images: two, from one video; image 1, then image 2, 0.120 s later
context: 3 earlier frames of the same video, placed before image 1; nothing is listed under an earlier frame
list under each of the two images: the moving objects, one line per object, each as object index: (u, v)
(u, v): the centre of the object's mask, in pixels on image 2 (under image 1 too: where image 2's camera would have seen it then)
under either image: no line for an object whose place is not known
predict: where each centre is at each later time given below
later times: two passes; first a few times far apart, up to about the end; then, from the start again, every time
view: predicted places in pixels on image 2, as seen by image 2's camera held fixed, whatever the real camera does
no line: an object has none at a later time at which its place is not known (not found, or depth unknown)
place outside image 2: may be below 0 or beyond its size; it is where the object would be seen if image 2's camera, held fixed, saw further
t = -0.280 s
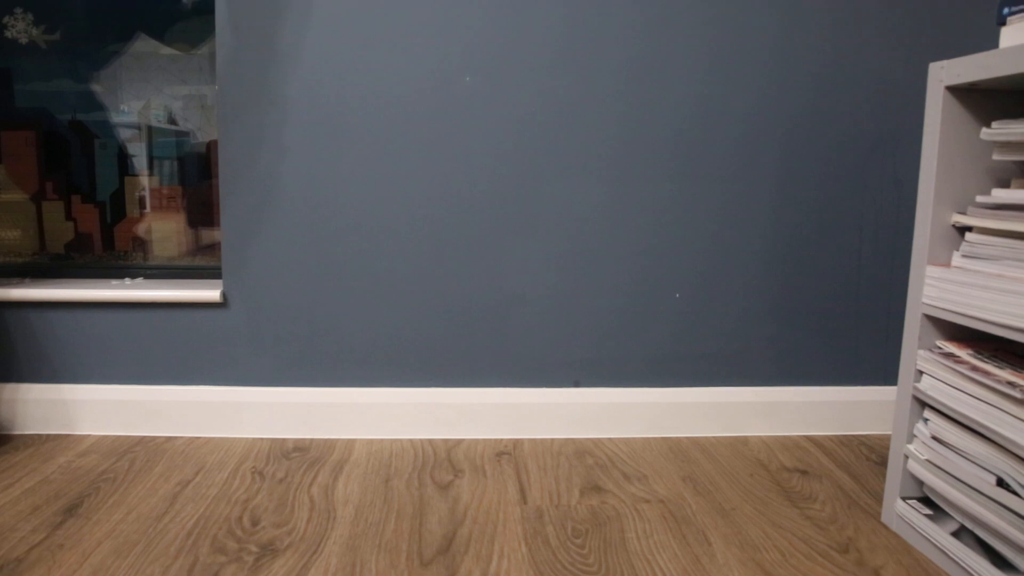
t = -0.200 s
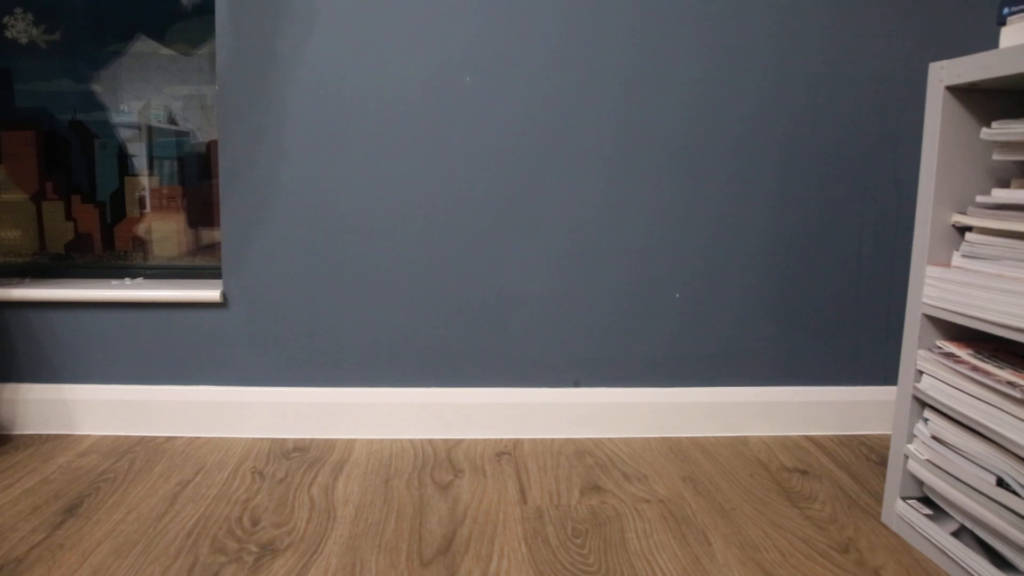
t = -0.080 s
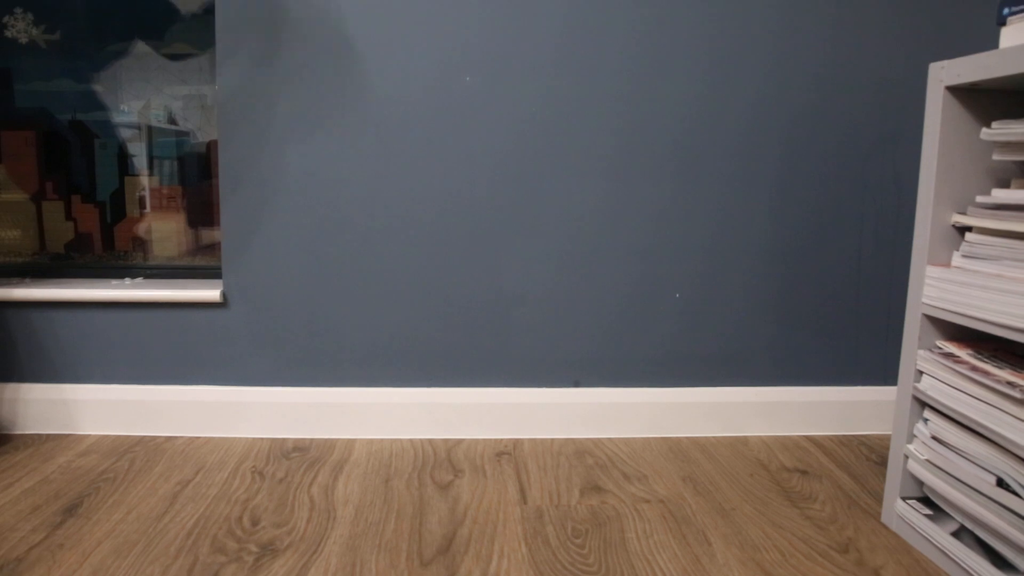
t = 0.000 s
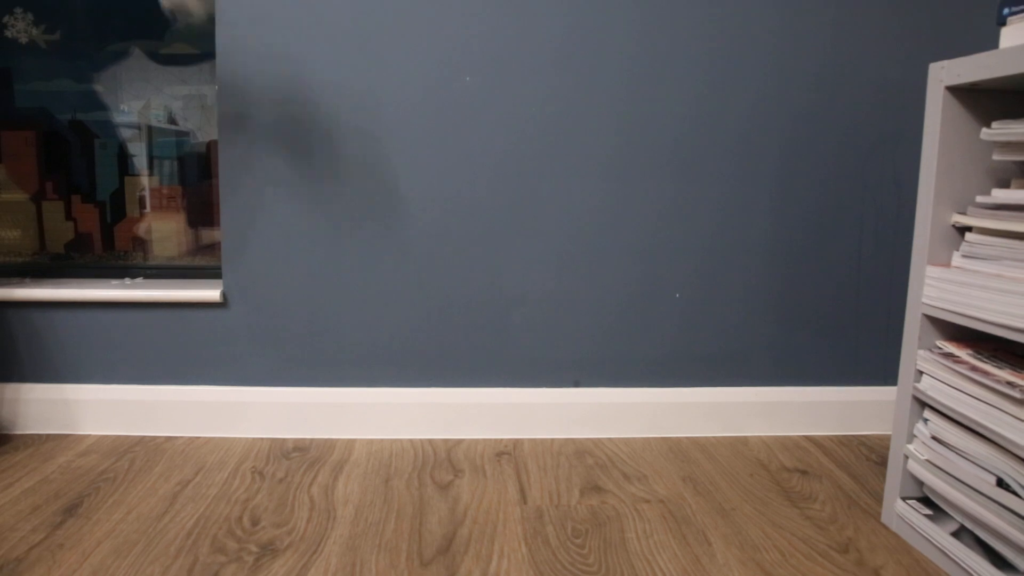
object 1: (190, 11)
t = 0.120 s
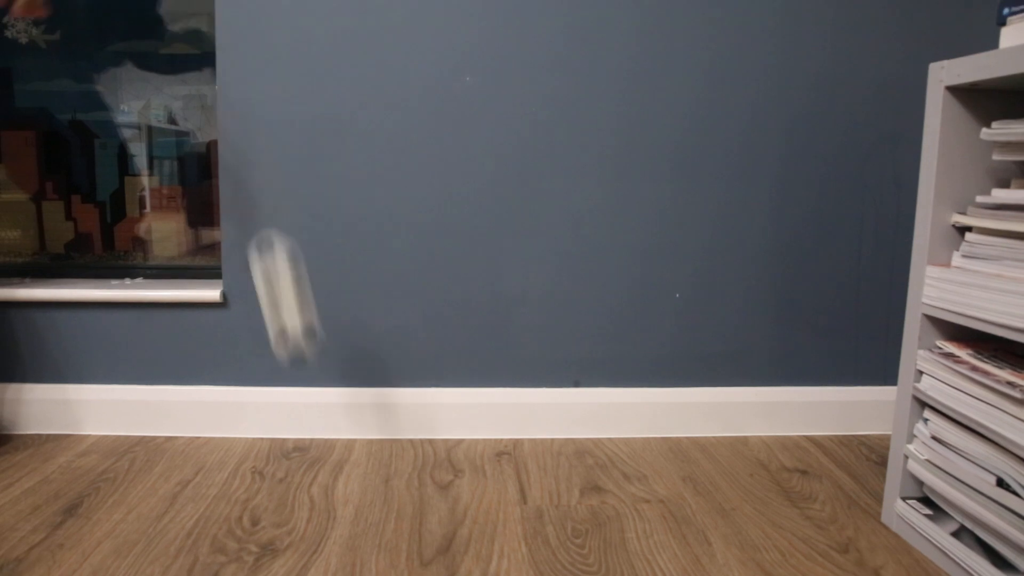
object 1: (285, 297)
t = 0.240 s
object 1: (334, 337)
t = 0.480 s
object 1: (358, 98)
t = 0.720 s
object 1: (386, 180)
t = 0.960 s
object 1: (419, 369)
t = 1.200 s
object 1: (467, 283)
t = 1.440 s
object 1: (513, 414)
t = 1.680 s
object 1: (549, 382)
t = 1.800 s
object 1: (569, 437)
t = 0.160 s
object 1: (317, 408)
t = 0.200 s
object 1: (331, 397)
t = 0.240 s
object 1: (334, 337)
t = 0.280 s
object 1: (337, 279)
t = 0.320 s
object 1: (341, 227)
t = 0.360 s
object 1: (345, 183)
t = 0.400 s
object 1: (348, 146)
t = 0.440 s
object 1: (353, 117)
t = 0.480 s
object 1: (358, 98)
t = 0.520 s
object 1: (363, 88)
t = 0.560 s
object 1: (368, 87)
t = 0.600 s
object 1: (373, 95)
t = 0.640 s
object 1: (378, 114)
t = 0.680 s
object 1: (382, 142)
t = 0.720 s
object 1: (386, 180)
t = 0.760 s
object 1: (391, 228)
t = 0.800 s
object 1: (395, 287)
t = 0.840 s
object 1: (398, 346)
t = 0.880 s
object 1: (403, 422)
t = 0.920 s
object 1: (411, 415)
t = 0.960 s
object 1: (419, 369)
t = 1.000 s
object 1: (426, 340)
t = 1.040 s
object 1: (435, 312)
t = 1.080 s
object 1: (443, 292)
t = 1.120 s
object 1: (451, 280)
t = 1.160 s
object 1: (459, 277)
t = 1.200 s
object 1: (467, 283)
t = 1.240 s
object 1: (475, 298)
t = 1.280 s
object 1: (482, 322)
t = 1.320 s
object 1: (489, 353)
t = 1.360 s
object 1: (497, 394)
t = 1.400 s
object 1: (504, 444)
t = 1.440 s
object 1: (513, 414)
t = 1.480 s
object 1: (519, 390)
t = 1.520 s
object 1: (525, 372)
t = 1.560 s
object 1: (532, 364)
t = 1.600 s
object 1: (538, 362)
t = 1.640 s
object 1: (544, 367)
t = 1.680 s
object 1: (549, 382)
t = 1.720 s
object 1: (557, 406)
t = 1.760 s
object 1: (562, 443)
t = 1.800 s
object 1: (569, 437)
